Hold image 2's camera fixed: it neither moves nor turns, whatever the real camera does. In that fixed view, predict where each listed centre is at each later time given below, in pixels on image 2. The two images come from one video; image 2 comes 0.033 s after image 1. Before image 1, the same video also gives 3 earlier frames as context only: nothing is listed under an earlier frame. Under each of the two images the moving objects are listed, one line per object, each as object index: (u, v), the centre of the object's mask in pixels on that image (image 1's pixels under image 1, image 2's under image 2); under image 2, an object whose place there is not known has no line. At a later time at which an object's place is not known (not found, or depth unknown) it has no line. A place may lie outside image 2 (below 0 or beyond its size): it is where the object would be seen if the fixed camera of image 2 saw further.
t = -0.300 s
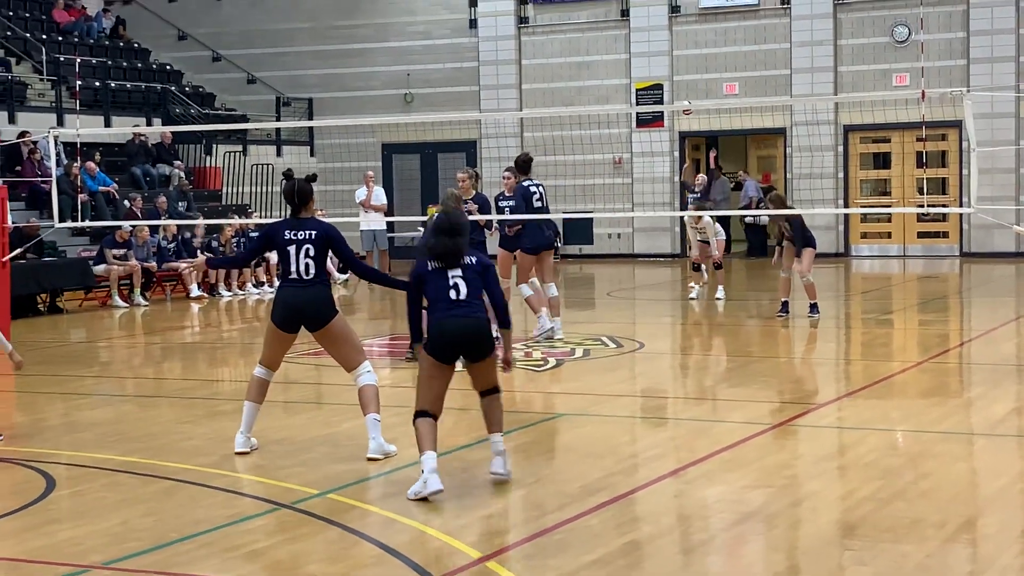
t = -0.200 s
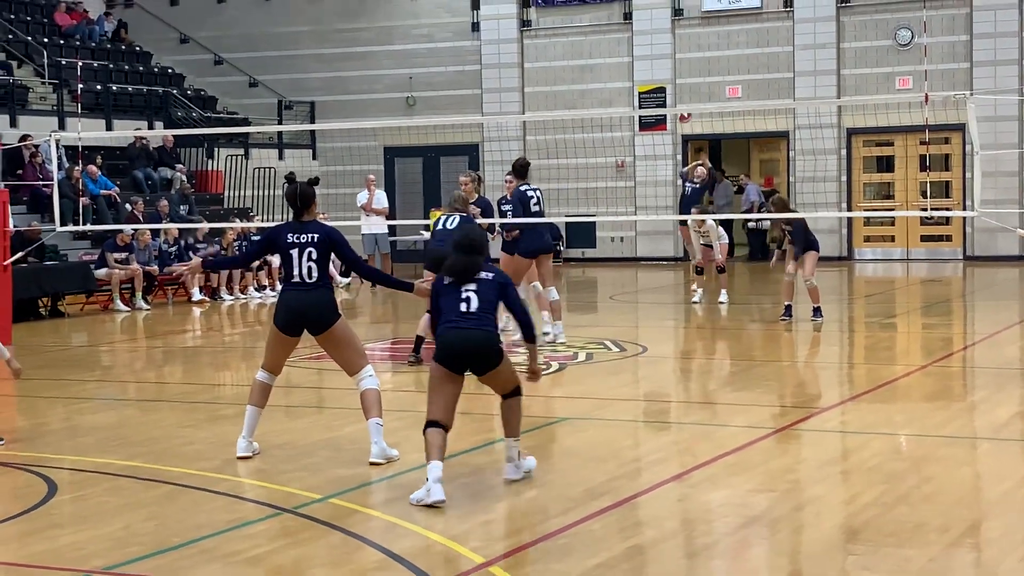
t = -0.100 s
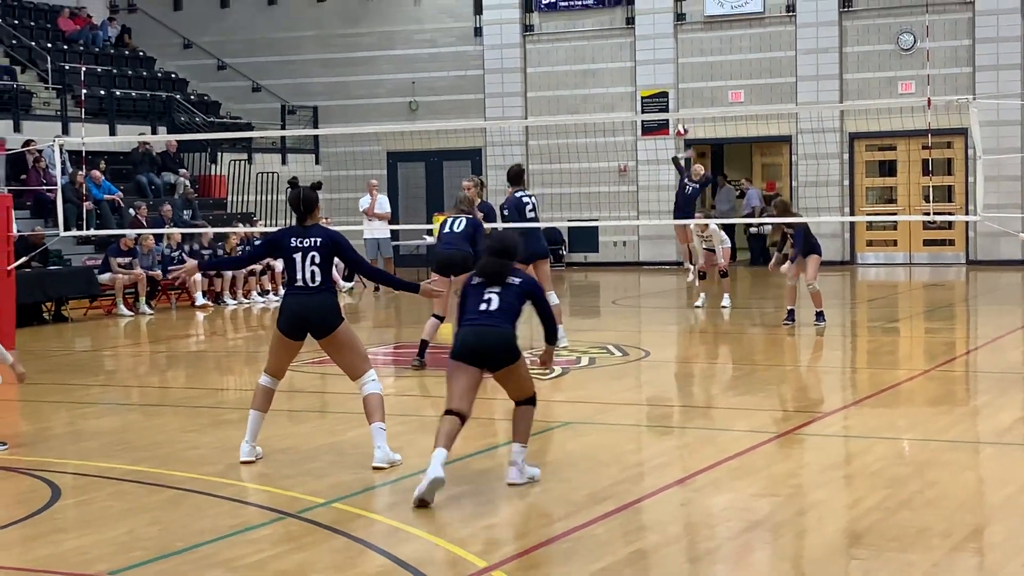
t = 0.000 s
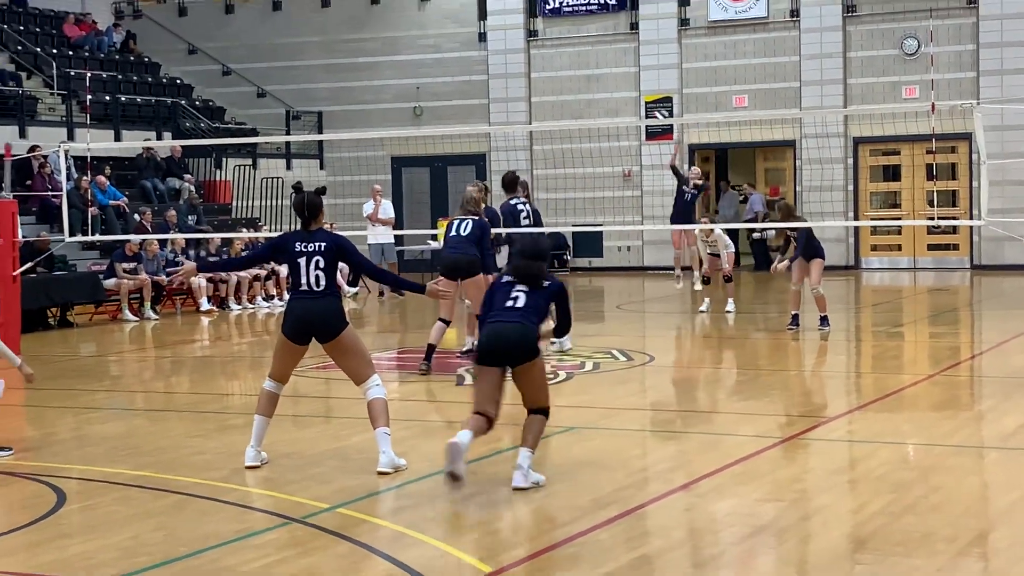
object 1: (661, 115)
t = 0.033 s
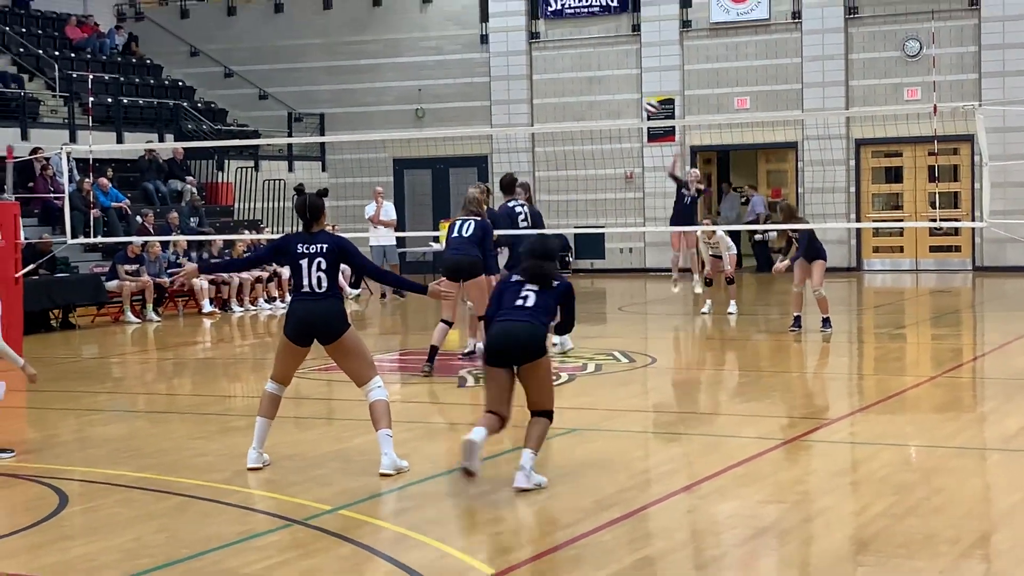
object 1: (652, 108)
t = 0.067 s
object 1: (640, 96)
